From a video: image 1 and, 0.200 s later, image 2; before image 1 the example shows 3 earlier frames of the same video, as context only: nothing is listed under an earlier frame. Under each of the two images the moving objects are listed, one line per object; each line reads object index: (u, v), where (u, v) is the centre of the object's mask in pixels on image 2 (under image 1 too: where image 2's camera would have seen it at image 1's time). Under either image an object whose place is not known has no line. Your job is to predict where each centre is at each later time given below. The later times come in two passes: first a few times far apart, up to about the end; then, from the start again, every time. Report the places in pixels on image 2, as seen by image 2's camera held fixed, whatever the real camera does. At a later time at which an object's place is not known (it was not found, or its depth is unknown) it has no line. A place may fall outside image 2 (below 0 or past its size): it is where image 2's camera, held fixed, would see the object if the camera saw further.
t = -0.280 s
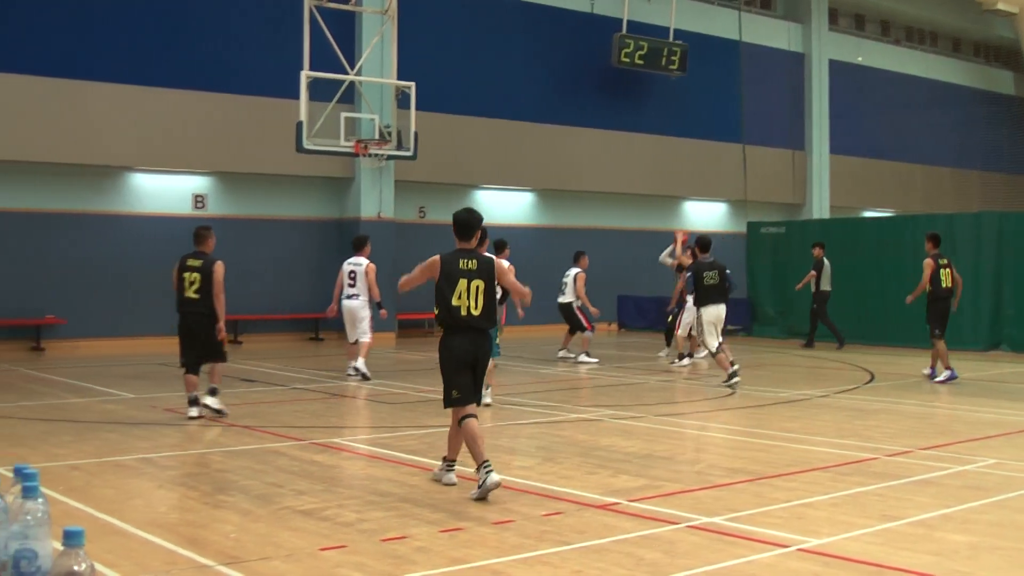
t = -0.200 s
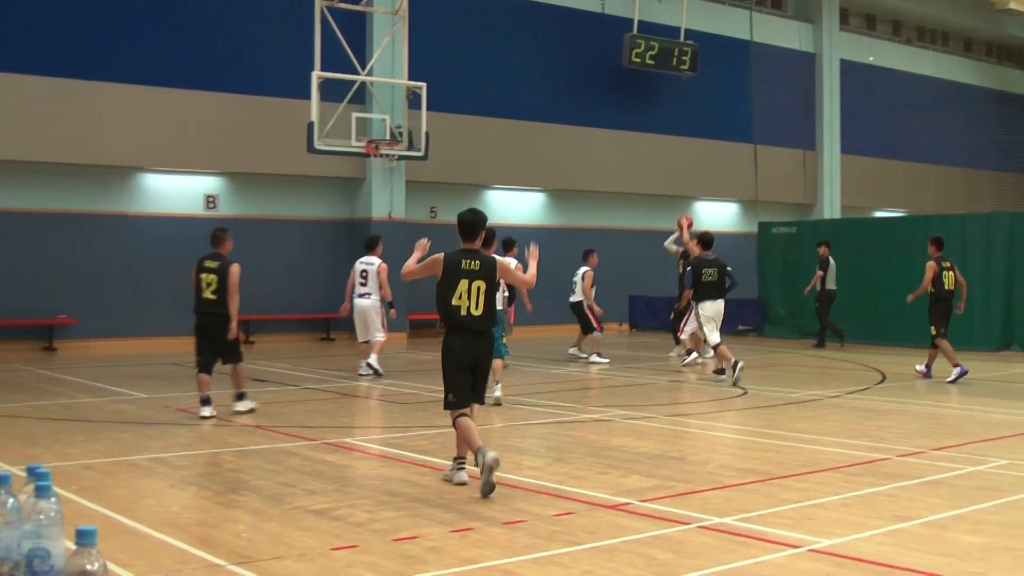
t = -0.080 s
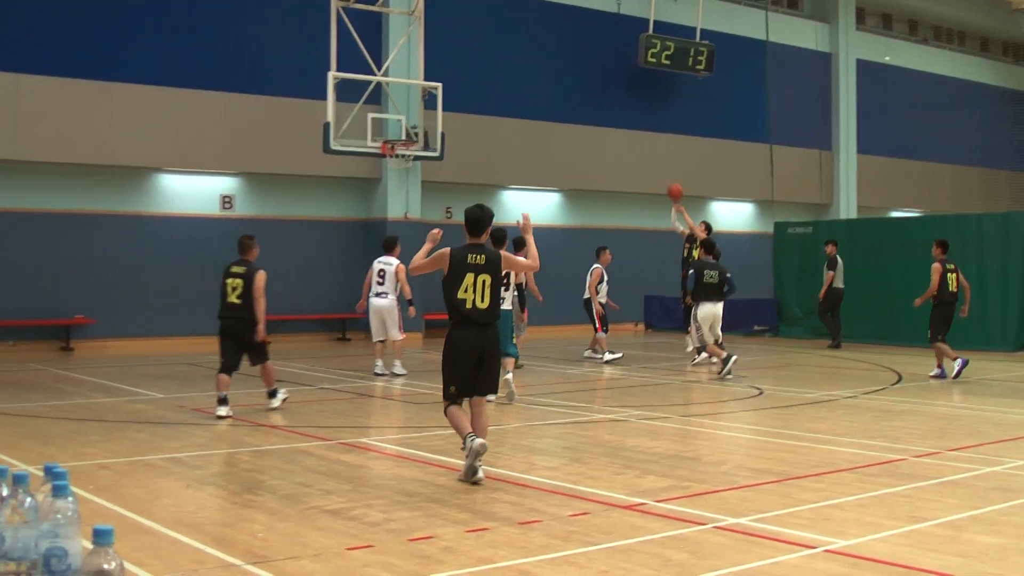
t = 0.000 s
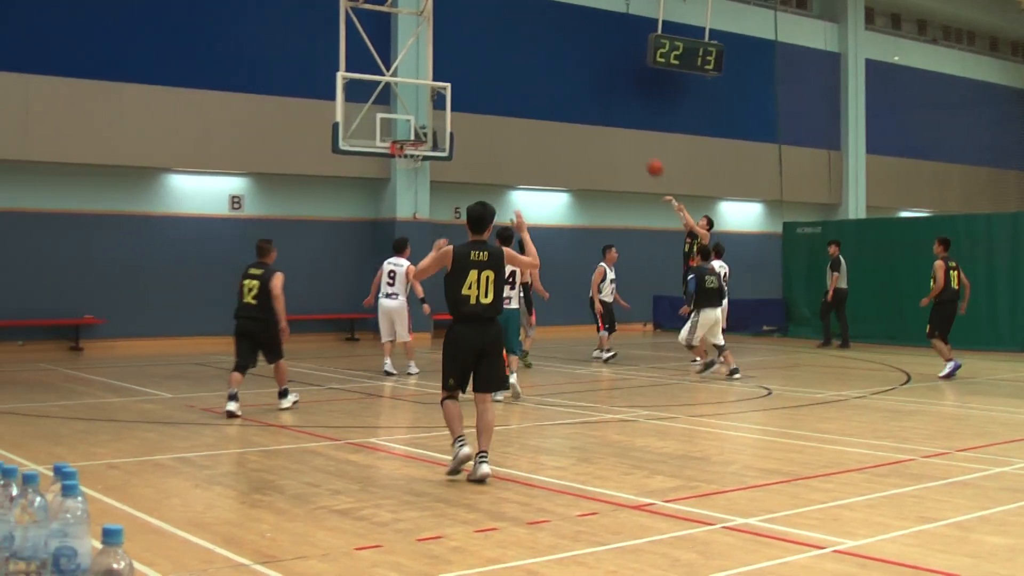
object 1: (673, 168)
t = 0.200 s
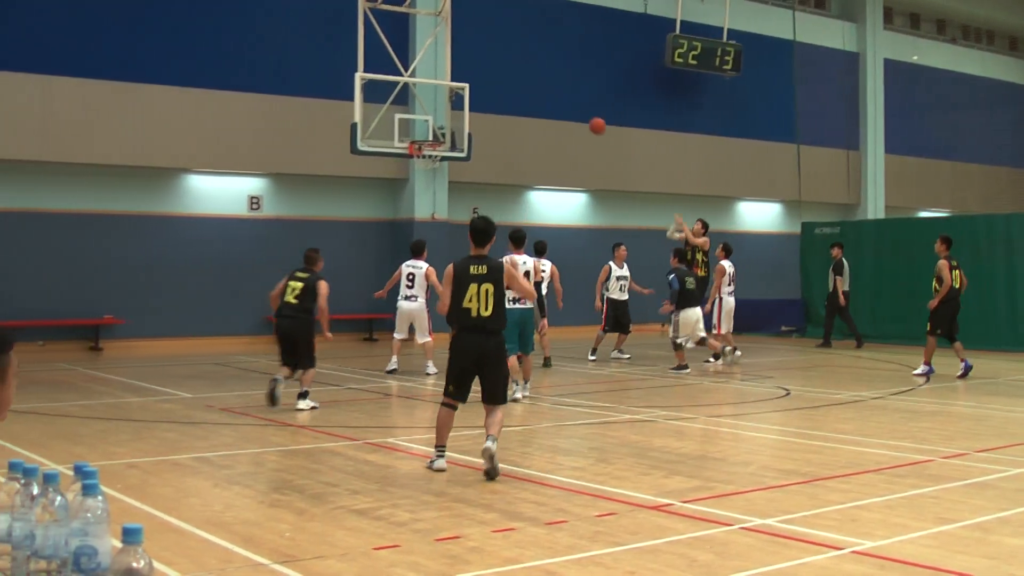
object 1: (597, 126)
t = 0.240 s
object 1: (582, 120)
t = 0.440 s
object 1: (505, 109)
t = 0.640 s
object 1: (431, 124)
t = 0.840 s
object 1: (436, 134)
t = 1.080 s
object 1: (456, 128)
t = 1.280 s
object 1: (472, 151)
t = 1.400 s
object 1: (481, 178)
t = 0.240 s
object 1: (582, 120)
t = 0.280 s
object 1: (567, 116)
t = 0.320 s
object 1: (552, 112)
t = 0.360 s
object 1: (536, 110)
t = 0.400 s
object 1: (521, 108)
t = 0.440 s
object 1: (505, 109)
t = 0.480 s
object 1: (489, 109)
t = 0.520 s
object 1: (474, 111)
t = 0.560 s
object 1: (457, 115)
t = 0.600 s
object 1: (441, 119)
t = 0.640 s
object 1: (431, 124)
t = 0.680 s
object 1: (427, 127)
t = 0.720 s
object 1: (423, 131)
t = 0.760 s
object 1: (419, 135)
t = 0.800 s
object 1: (432, 135)
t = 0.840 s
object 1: (436, 134)
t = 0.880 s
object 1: (439, 131)
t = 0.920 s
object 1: (442, 128)
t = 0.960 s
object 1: (446, 127)
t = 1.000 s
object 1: (449, 126)
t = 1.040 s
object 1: (453, 127)
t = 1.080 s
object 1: (456, 128)
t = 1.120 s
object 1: (459, 131)
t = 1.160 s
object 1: (461, 134)
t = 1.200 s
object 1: (465, 139)
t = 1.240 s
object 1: (469, 144)
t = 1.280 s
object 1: (472, 151)
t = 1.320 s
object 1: (475, 161)
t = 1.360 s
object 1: (478, 169)
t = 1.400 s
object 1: (481, 178)
